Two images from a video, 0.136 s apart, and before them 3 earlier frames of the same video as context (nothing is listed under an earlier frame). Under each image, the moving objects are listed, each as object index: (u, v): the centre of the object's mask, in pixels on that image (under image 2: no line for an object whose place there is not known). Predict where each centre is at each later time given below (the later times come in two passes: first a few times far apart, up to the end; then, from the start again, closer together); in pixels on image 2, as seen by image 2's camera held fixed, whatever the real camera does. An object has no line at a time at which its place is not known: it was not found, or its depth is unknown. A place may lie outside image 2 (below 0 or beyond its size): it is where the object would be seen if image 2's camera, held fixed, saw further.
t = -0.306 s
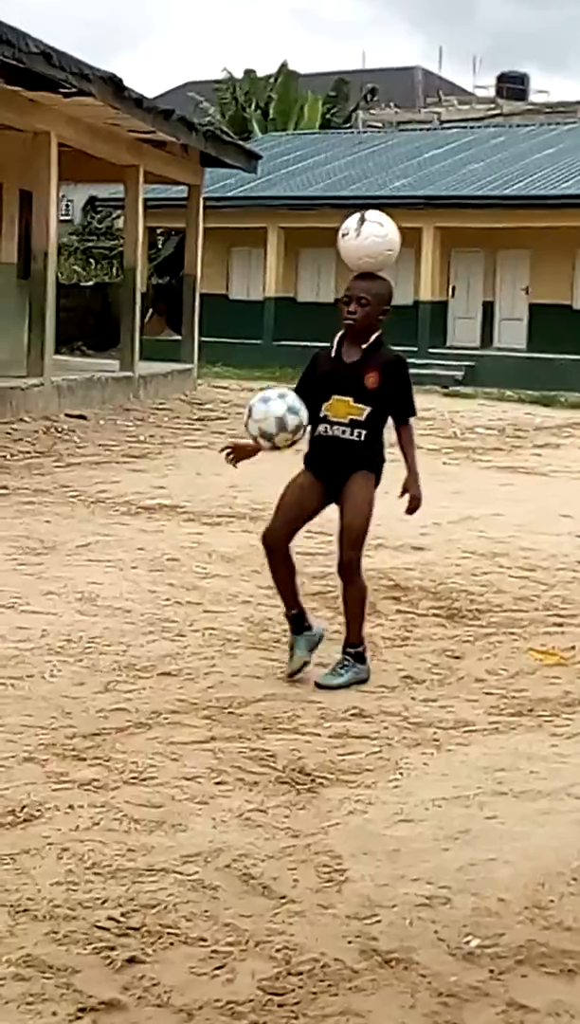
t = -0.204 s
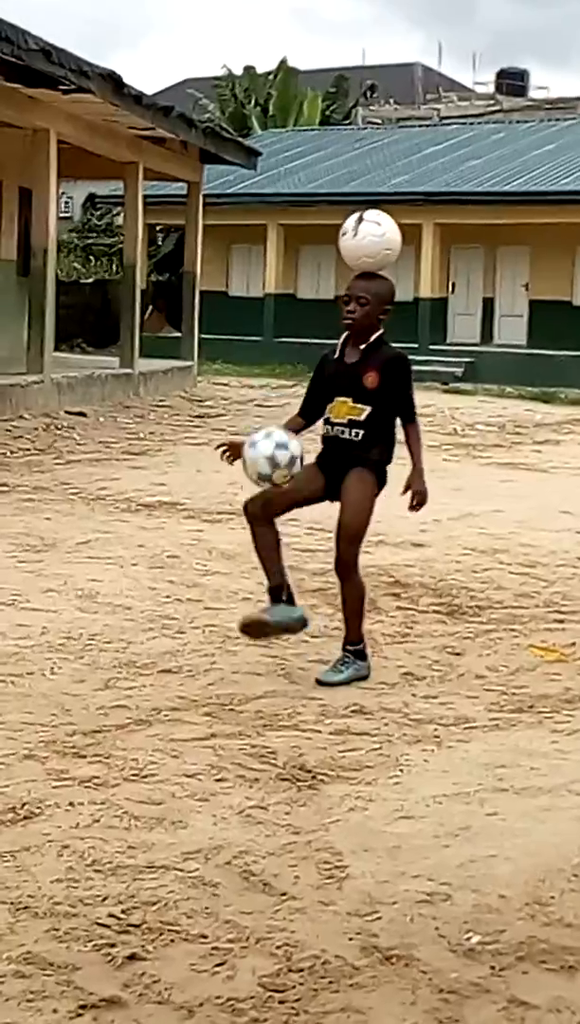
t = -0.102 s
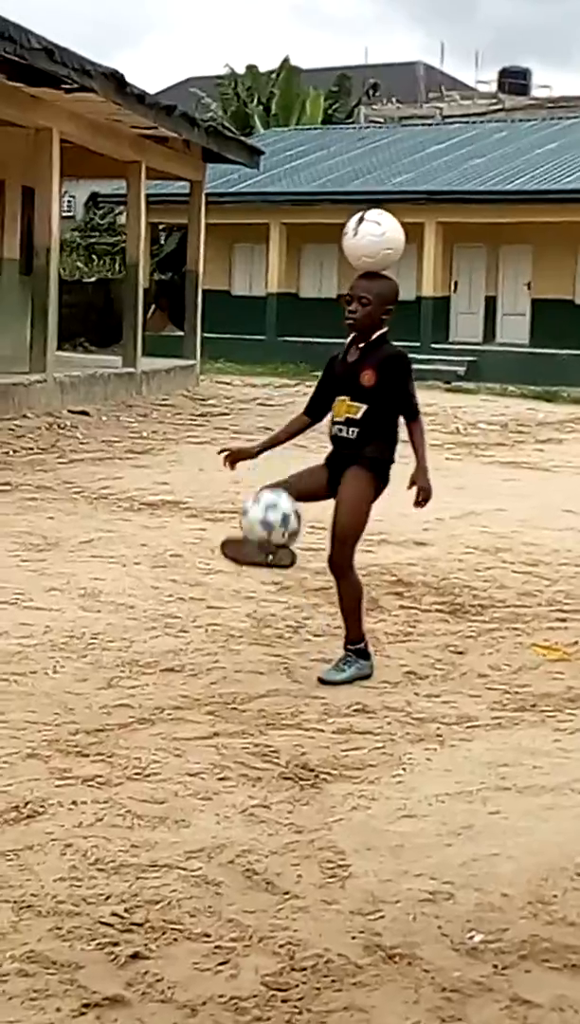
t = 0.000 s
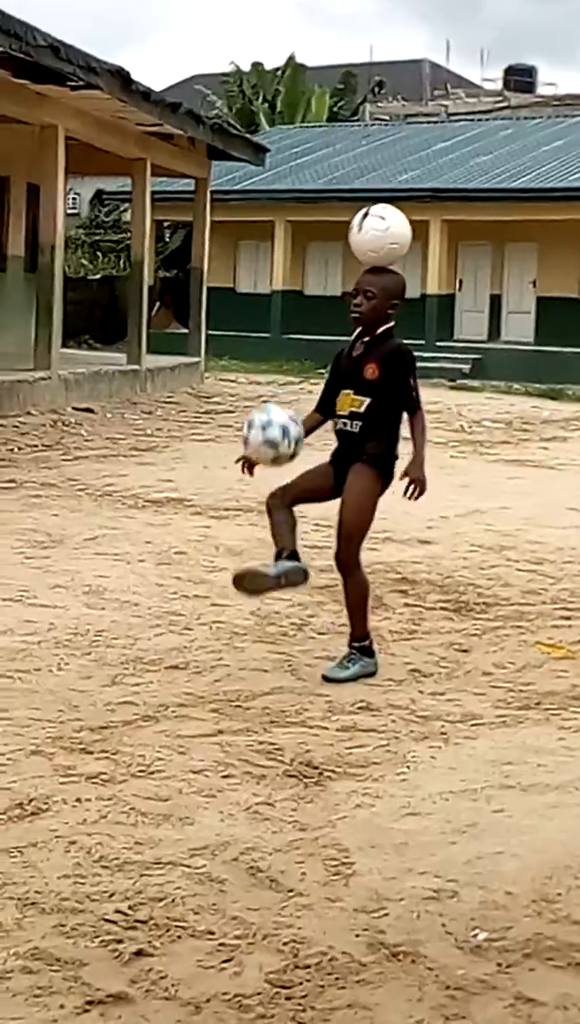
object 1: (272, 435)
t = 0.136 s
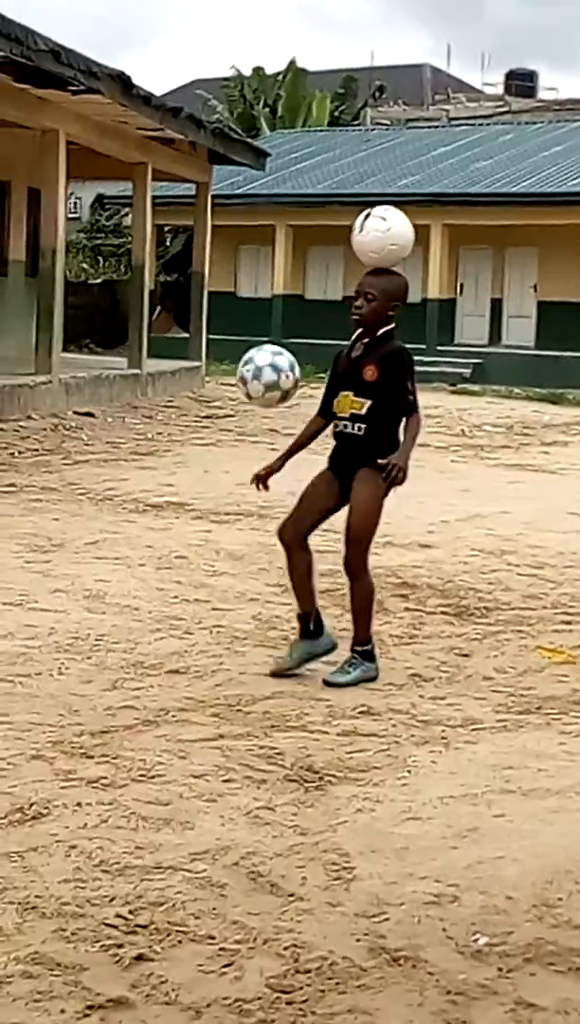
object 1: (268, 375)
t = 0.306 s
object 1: (258, 369)
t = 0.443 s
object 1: (248, 425)
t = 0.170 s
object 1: (266, 368)
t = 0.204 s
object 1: (264, 363)
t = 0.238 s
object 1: (262, 362)
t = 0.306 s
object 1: (258, 369)
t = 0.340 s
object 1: (257, 378)
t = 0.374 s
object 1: (254, 390)
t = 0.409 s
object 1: (251, 406)
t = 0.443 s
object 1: (248, 425)
